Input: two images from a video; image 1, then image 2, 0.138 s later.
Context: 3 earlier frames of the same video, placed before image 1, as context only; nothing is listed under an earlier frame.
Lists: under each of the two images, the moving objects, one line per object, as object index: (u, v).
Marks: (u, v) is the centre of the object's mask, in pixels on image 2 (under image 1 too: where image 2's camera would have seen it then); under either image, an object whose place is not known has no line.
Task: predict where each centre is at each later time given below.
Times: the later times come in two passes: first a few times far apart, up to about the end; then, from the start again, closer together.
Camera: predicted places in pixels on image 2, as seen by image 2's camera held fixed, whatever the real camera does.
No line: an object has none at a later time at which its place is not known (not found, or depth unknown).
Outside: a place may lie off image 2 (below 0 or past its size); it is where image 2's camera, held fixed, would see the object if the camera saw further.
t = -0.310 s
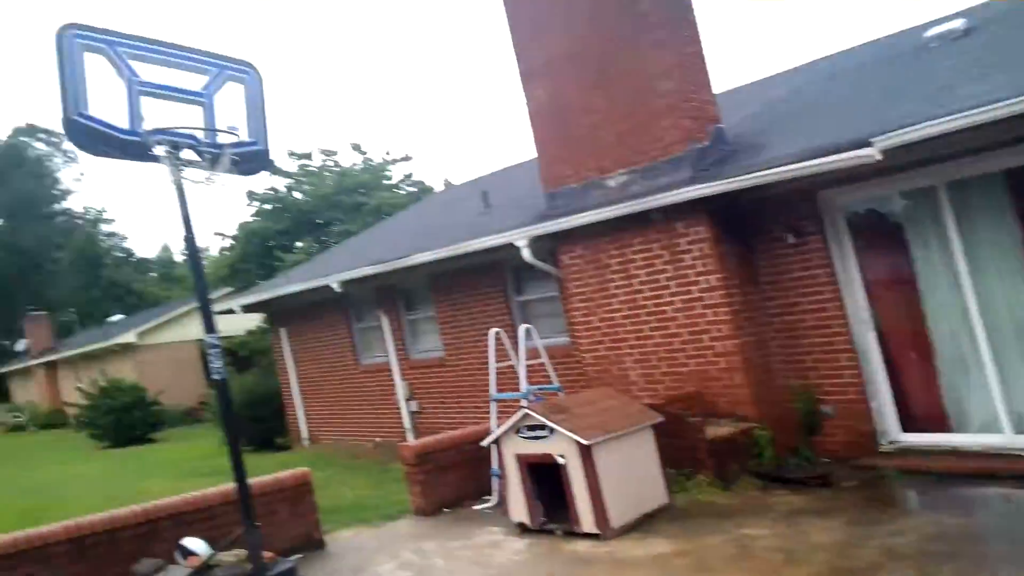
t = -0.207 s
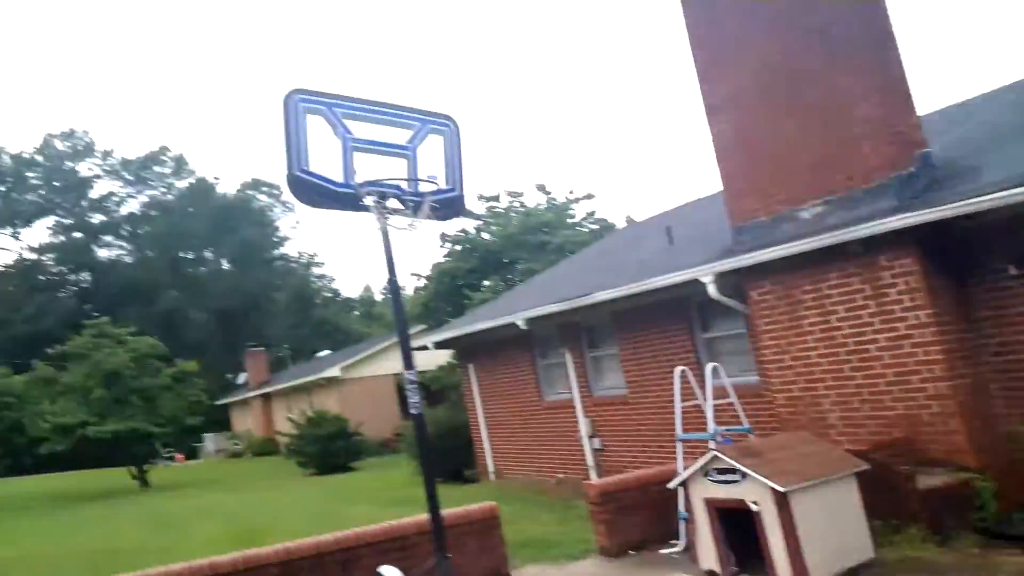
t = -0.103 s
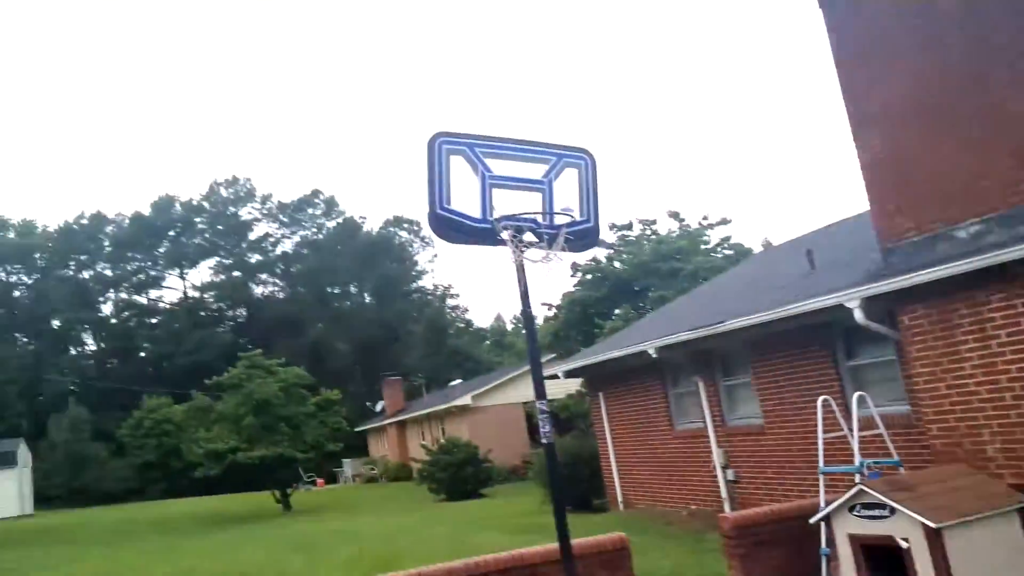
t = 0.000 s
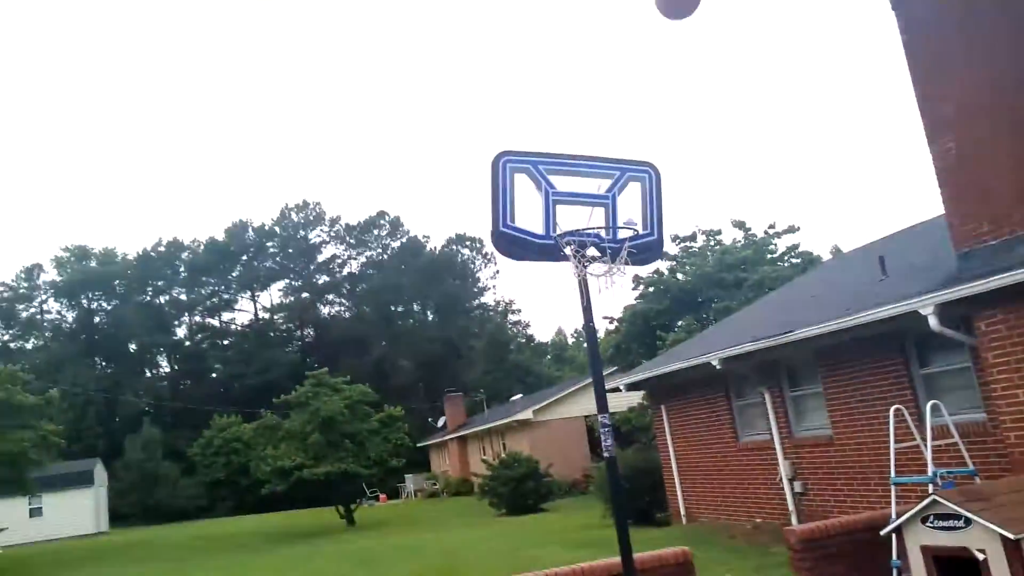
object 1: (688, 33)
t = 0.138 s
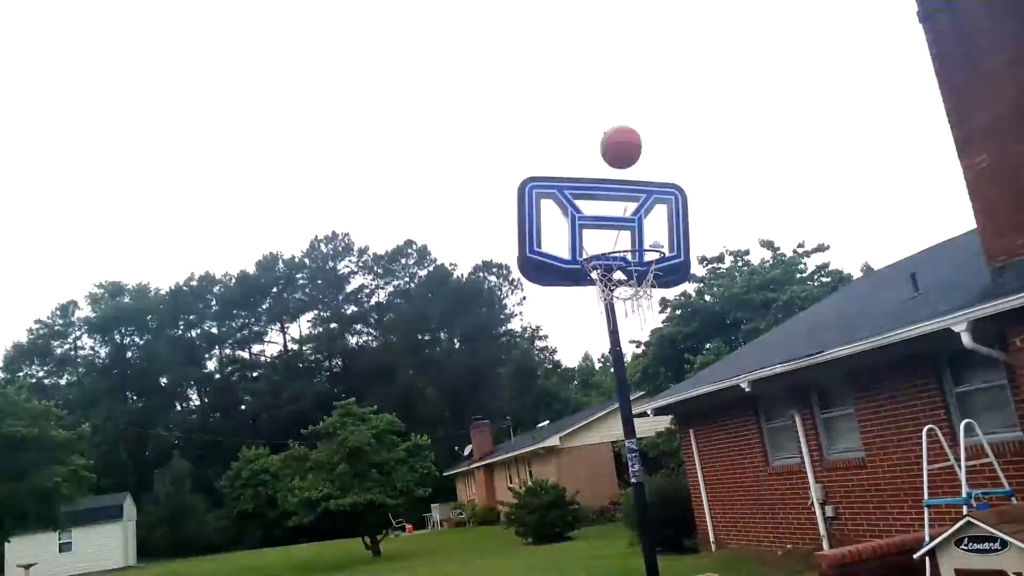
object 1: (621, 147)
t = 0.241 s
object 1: (586, 235)
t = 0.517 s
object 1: (647, 179)
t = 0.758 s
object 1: (749, 208)
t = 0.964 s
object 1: (892, 357)
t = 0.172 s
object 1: (606, 181)
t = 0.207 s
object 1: (591, 213)
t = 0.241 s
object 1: (586, 235)
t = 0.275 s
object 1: (586, 241)
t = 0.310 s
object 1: (594, 229)
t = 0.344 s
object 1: (601, 218)
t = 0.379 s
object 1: (608, 207)
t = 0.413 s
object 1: (616, 198)
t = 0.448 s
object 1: (626, 190)
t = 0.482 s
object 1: (636, 184)
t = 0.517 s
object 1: (647, 179)
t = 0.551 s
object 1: (659, 176)
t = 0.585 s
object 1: (670, 174)
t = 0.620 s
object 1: (683, 175)
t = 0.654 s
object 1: (698, 178)
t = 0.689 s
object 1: (714, 185)
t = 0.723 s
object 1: (731, 195)
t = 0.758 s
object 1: (749, 208)
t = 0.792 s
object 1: (768, 223)
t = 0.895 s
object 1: (840, 292)
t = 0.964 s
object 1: (892, 357)
